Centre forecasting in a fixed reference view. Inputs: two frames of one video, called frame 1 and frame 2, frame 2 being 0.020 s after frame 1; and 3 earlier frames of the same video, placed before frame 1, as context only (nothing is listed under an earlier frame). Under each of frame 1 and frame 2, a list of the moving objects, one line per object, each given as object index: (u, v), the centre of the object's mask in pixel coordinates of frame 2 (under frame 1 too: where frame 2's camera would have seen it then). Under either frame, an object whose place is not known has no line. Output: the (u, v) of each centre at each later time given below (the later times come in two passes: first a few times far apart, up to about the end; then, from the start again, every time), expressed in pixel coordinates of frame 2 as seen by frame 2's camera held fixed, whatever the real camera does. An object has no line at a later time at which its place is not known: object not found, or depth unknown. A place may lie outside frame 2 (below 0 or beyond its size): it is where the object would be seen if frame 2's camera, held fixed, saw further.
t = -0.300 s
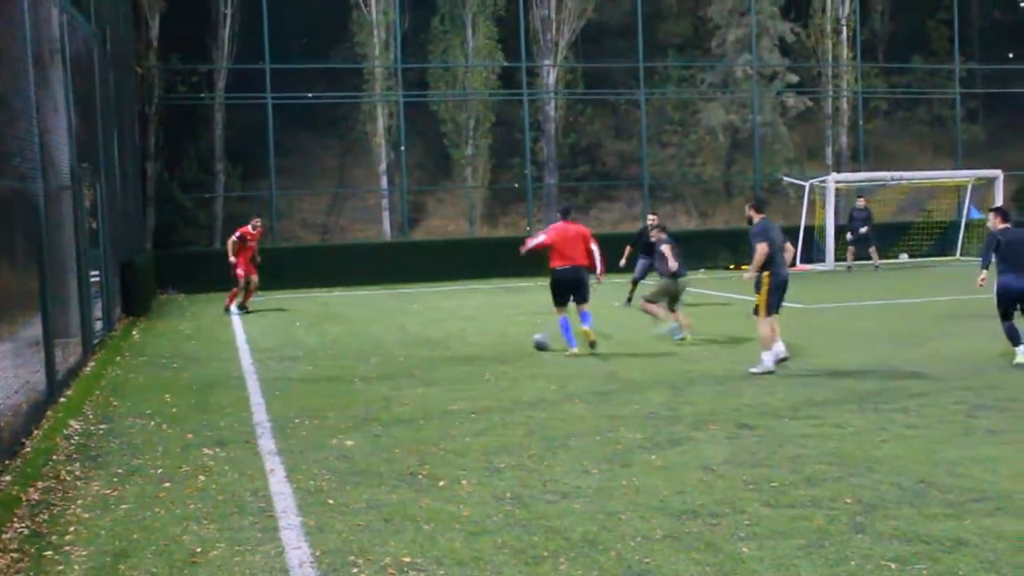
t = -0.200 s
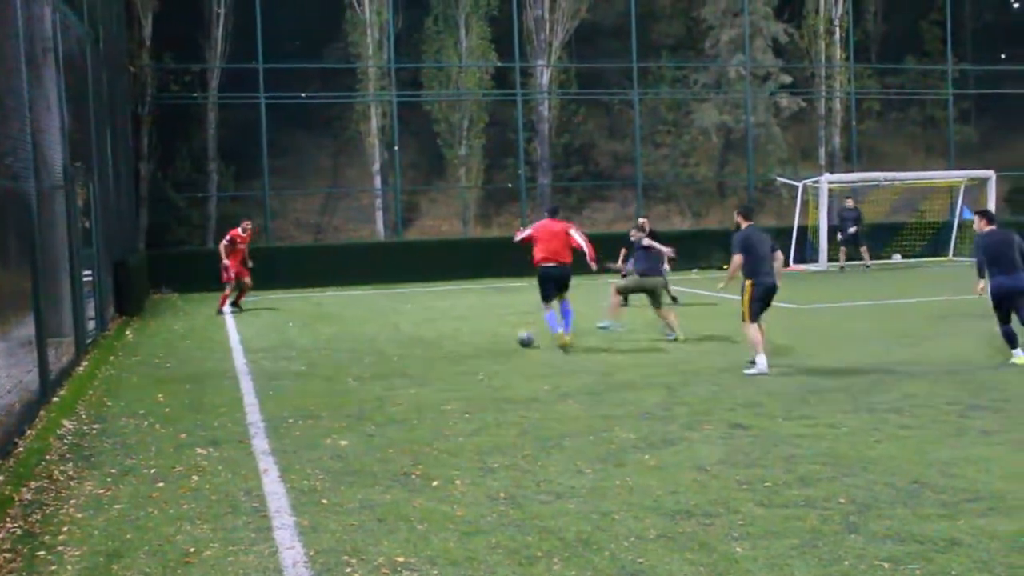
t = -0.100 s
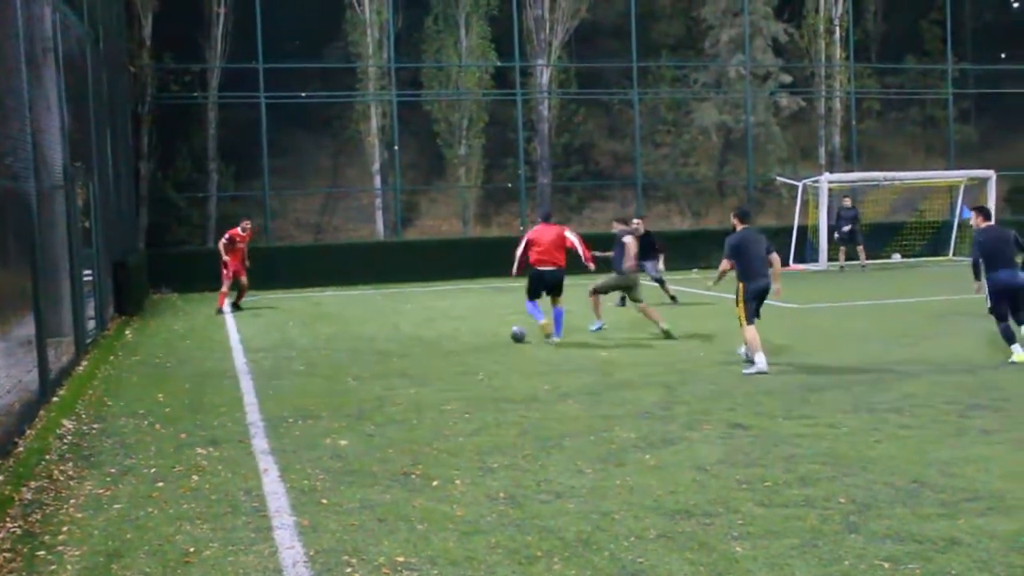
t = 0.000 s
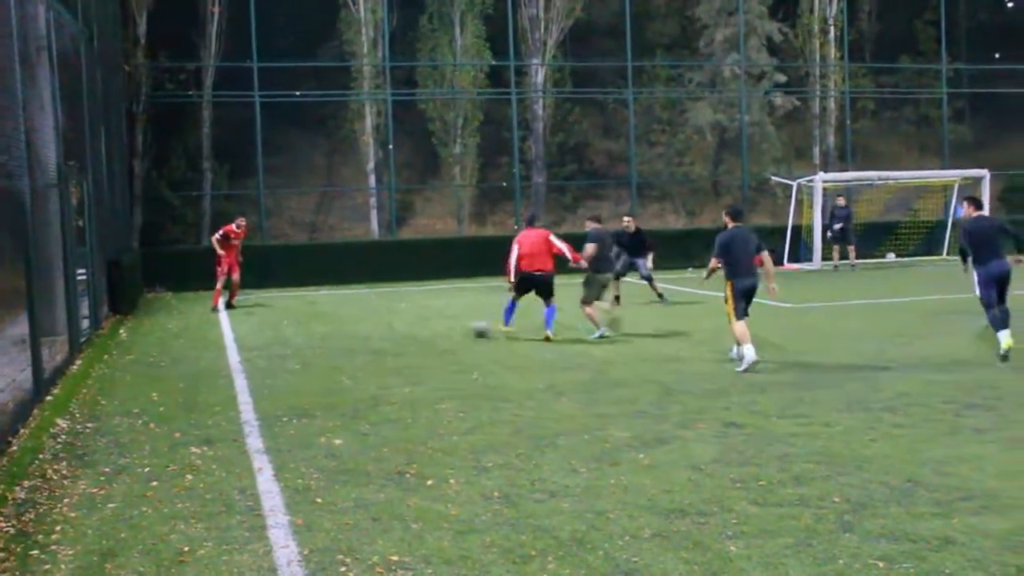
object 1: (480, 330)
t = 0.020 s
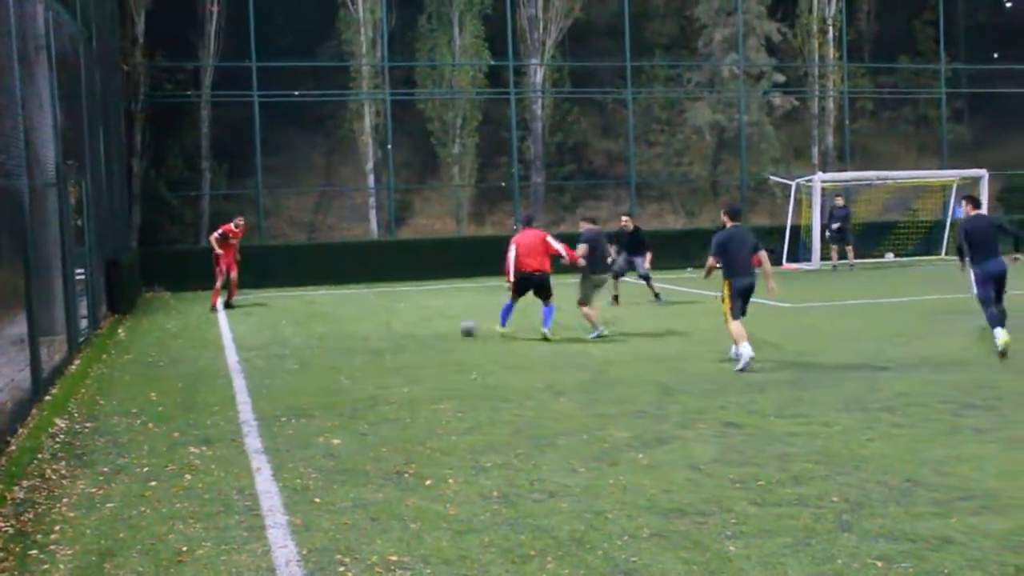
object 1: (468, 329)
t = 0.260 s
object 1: (353, 322)
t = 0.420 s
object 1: (298, 317)
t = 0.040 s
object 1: (457, 330)
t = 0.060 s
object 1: (446, 328)
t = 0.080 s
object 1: (435, 327)
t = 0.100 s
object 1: (425, 326)
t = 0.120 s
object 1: (414, 326)
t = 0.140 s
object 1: (403, 325)
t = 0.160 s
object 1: (394, 325)
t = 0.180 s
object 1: (385, 324)
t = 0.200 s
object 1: (377, 323)
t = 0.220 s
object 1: (369, 323)
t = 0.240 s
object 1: (360, 323)
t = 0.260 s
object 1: (353, 322)
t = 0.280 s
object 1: (344, 320)
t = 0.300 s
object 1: (338, 320)
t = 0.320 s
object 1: (330, 320)
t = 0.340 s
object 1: (323, 319)
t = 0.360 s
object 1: (317, 319)
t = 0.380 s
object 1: (311, 319)
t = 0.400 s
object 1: (304, 318)
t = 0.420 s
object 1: (298, 317)
